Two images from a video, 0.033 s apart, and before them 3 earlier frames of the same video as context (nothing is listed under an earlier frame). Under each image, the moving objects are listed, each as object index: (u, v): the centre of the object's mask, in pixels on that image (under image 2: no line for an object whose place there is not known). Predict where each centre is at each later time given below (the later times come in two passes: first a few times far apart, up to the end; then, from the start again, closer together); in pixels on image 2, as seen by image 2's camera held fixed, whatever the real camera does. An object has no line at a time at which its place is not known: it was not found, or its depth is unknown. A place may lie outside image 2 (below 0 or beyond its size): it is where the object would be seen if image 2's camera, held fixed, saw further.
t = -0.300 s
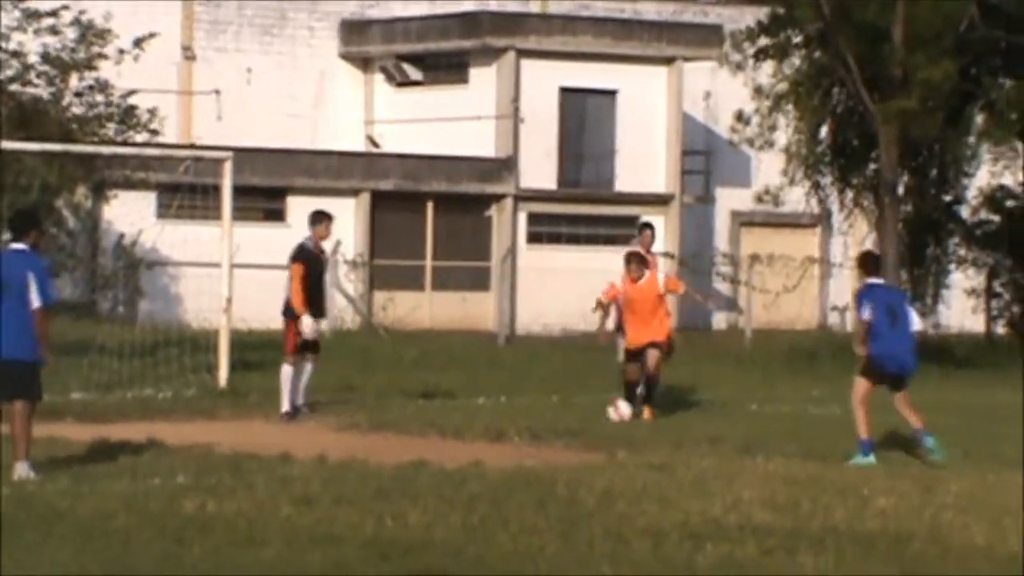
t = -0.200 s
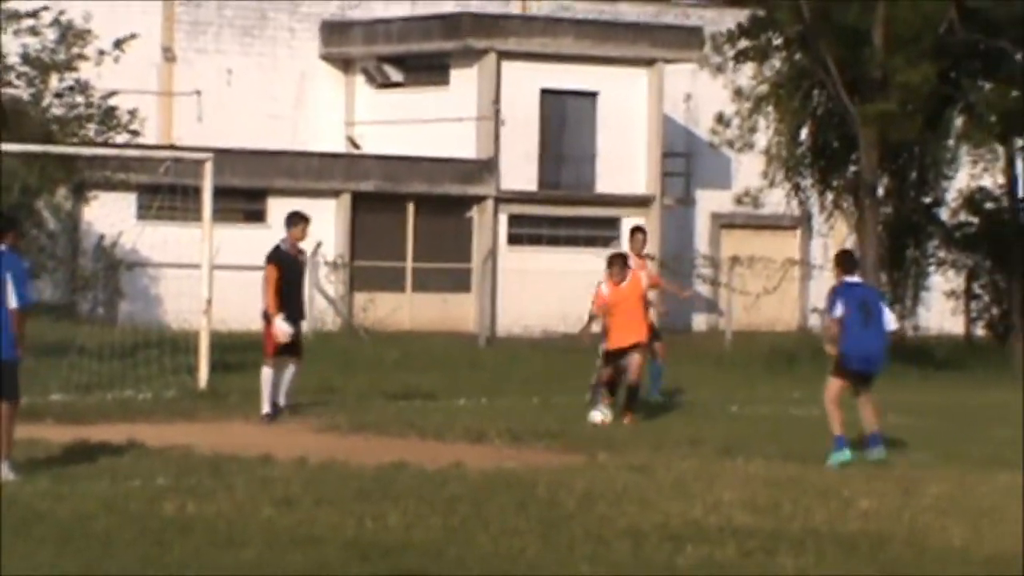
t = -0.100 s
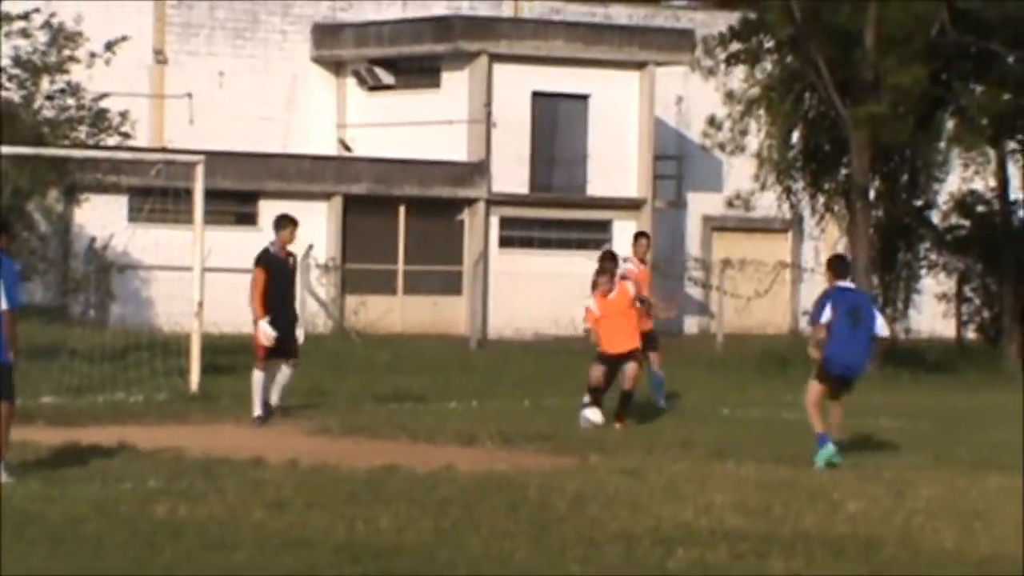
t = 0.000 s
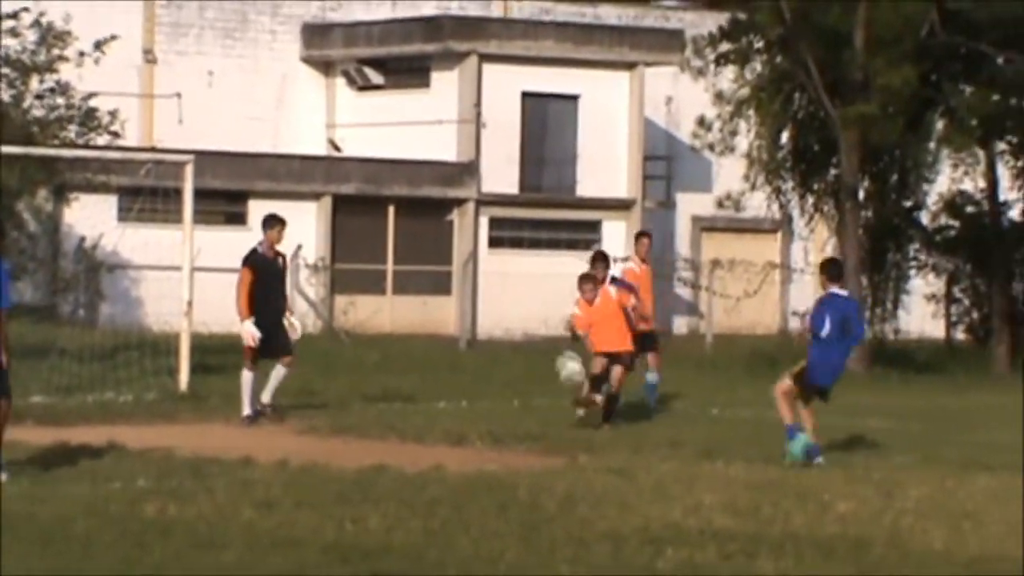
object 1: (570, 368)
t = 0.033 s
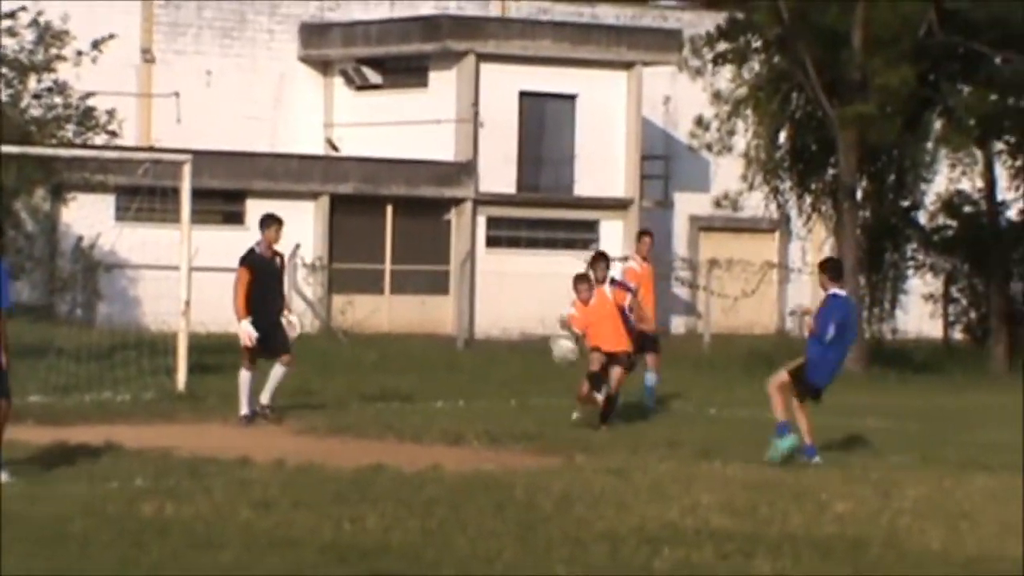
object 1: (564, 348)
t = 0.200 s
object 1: (543, 250)
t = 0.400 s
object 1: (514, 171)
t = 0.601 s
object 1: (484, 140)
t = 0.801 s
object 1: (442, 179)
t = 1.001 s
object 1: (384, 332)
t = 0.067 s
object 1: (558, 328)
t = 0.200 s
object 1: (543, 250)
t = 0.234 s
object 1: (538, 232)
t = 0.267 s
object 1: (534, 215)
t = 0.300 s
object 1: (530, 201)
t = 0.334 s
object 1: (525, 189)
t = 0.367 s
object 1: (519, 179)
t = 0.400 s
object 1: (514, 171)
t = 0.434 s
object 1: (509, 163)
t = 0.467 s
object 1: (503, 156)
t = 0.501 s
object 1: (499, 151)
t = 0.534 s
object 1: (494, 144)
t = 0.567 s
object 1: (490, 142)
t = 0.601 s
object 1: (484, 140)
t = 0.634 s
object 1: (477, 140)
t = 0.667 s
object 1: (471, 142)
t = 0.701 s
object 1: (464, 145)
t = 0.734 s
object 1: (456, 155)
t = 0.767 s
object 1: (449, 162)
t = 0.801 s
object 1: (442, 179)
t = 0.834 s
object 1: (433, 191)
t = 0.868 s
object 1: (424, 210)
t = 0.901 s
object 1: (416, 234)
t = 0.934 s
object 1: (408, 262)
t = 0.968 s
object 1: (398, 287)
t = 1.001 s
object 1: (384, 332)
